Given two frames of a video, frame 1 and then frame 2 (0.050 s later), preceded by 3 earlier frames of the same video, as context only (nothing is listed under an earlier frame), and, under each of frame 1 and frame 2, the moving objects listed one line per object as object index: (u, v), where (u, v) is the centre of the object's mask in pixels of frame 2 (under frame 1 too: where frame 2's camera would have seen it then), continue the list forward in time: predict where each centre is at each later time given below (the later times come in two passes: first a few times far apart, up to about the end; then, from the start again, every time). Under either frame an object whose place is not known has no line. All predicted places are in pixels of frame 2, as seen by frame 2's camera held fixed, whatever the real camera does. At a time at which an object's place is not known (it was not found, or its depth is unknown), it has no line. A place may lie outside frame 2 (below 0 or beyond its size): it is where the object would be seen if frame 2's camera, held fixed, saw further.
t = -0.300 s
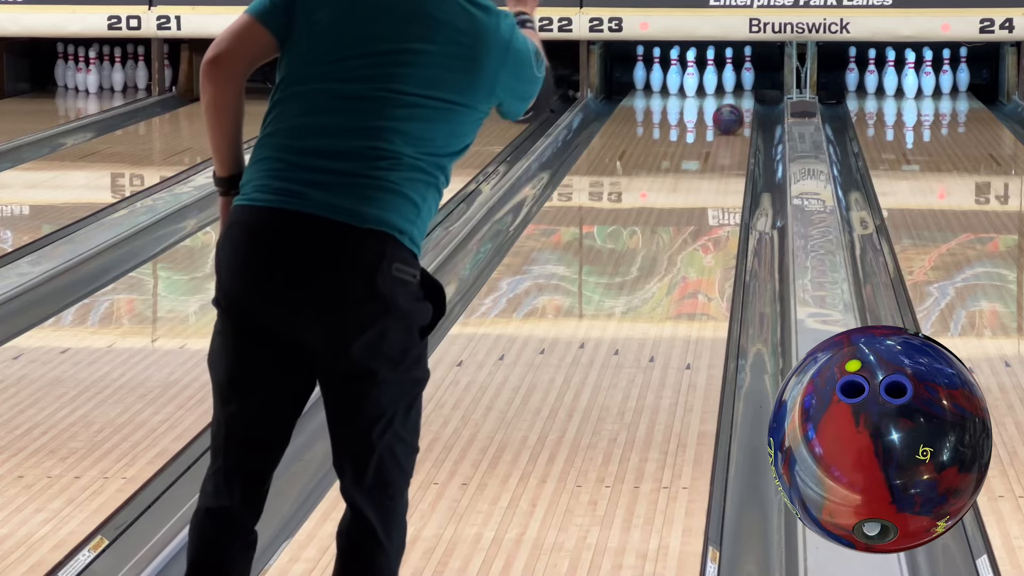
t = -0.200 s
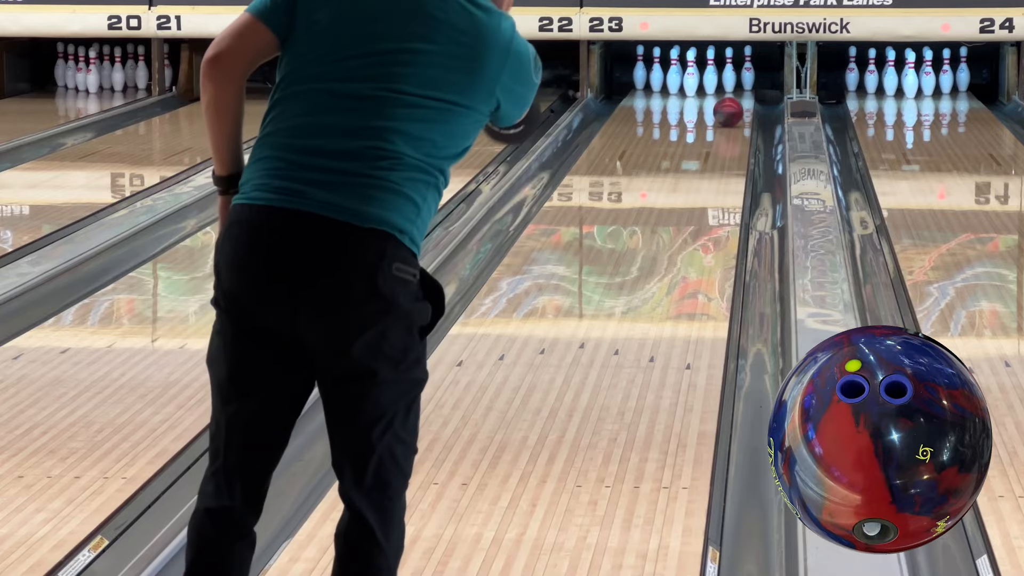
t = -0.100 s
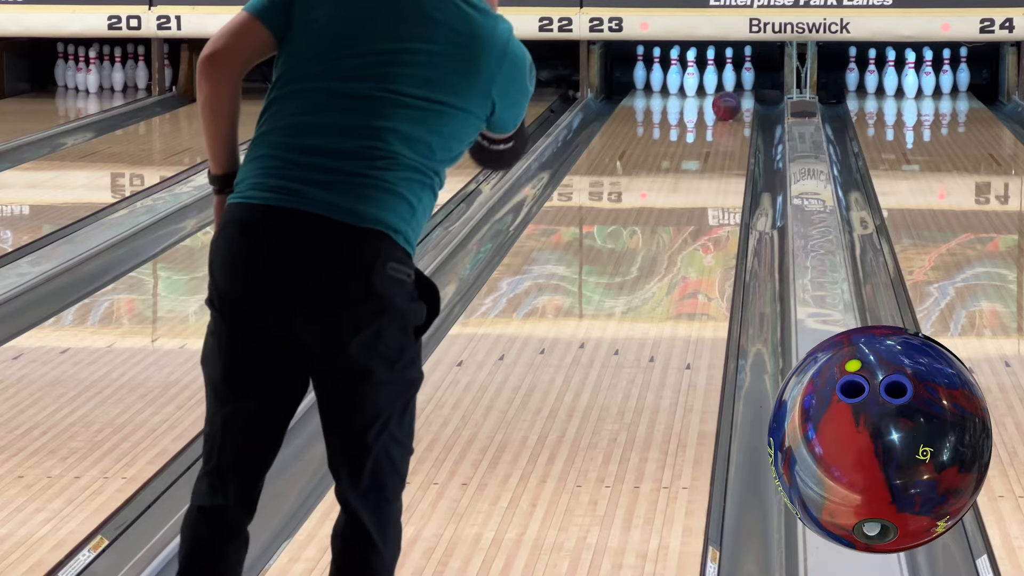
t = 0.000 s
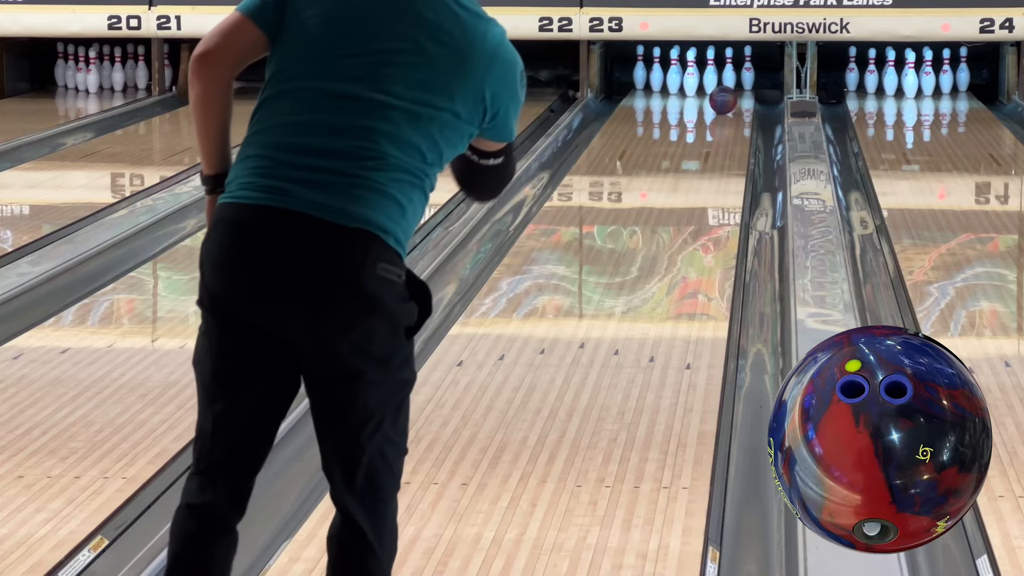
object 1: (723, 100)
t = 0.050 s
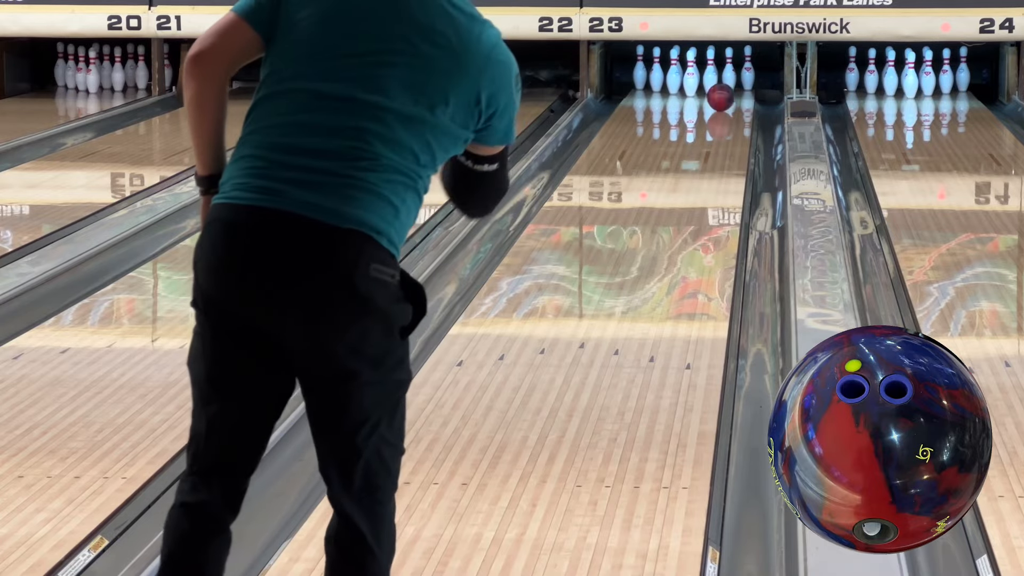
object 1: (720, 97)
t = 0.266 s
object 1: (707, 86)
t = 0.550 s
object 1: (712, 78)
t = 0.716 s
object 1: (716, 80)
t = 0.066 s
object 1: (720, 96)
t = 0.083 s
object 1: (719, 95)
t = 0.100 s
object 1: (718, 94)
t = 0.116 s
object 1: (717, 93)
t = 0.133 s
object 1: (716, 93)
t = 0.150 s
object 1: (715, 92)
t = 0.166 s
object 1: (714, 91)
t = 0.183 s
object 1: (712, 90)
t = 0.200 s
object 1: (712, 90)
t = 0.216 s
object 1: (711, 89)
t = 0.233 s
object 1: (709, 88)
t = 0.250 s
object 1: (708, 87)
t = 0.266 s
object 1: (707, 86)
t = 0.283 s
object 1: (706, 86)
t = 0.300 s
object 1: (705, 85)
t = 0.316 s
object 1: (706, 85)
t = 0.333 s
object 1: (706, 84)
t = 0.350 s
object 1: (706, 84)
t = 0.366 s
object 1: (707, 83)
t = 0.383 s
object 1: (707, 82)
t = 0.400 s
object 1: (707, 82)
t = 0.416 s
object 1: (709, 81)
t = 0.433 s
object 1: (708, 81)
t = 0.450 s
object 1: (709, 80)
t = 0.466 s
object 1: (711, 80)
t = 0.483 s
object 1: (710, 79)
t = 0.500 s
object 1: (712, 79)
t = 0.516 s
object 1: (712, 79)
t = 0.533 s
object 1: (713, 78)
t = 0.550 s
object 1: (712, 78)
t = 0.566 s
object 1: (711, 78)
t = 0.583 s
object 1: (715, 78)
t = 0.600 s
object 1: (716, 77)
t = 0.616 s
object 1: (715, 78)
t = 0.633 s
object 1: (715, 78)
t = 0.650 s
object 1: (714, 78)
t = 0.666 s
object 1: (716, 79)
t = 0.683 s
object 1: (716, 79)
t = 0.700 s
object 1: (715, 80)
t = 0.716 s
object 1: (716, 80)
